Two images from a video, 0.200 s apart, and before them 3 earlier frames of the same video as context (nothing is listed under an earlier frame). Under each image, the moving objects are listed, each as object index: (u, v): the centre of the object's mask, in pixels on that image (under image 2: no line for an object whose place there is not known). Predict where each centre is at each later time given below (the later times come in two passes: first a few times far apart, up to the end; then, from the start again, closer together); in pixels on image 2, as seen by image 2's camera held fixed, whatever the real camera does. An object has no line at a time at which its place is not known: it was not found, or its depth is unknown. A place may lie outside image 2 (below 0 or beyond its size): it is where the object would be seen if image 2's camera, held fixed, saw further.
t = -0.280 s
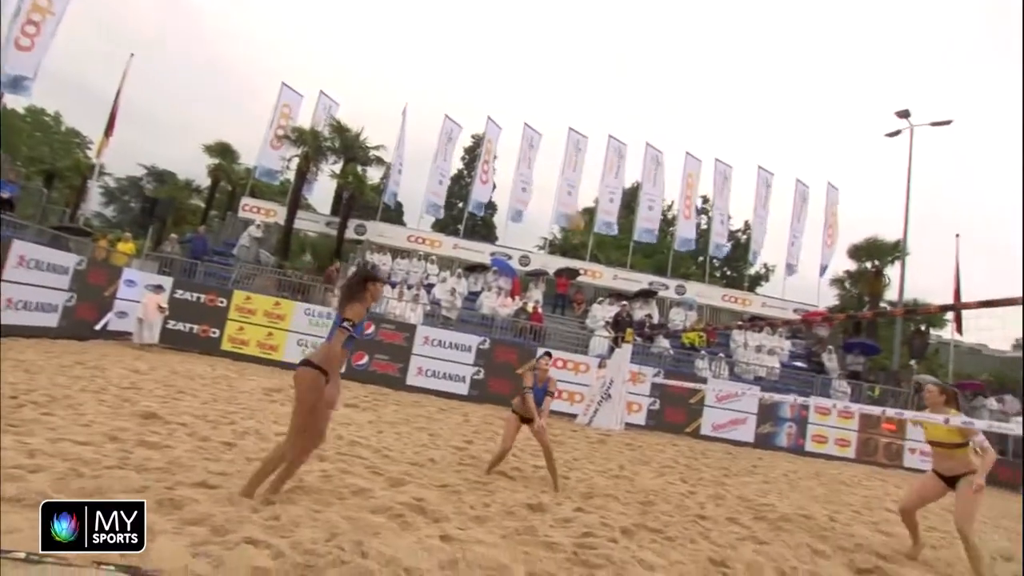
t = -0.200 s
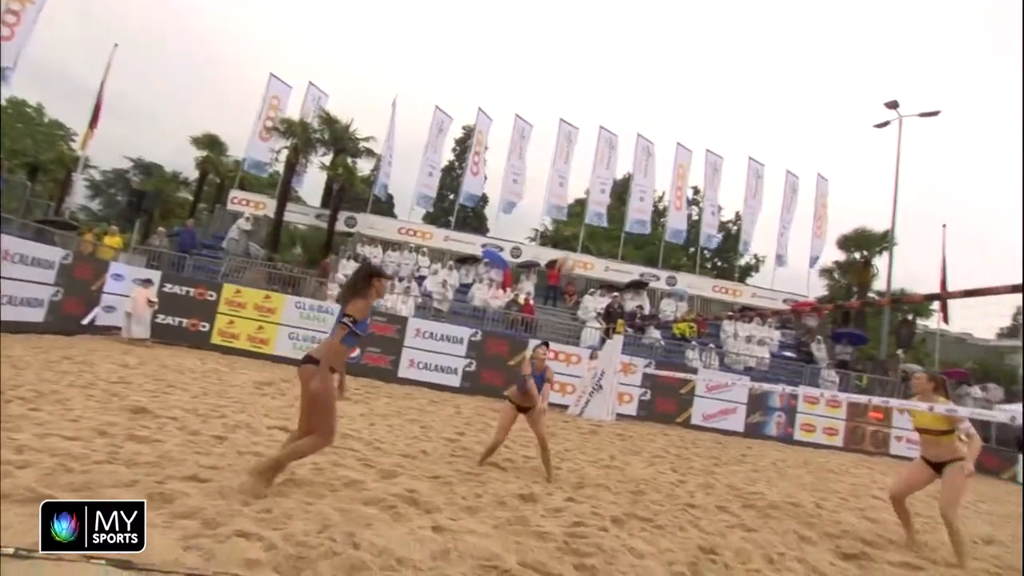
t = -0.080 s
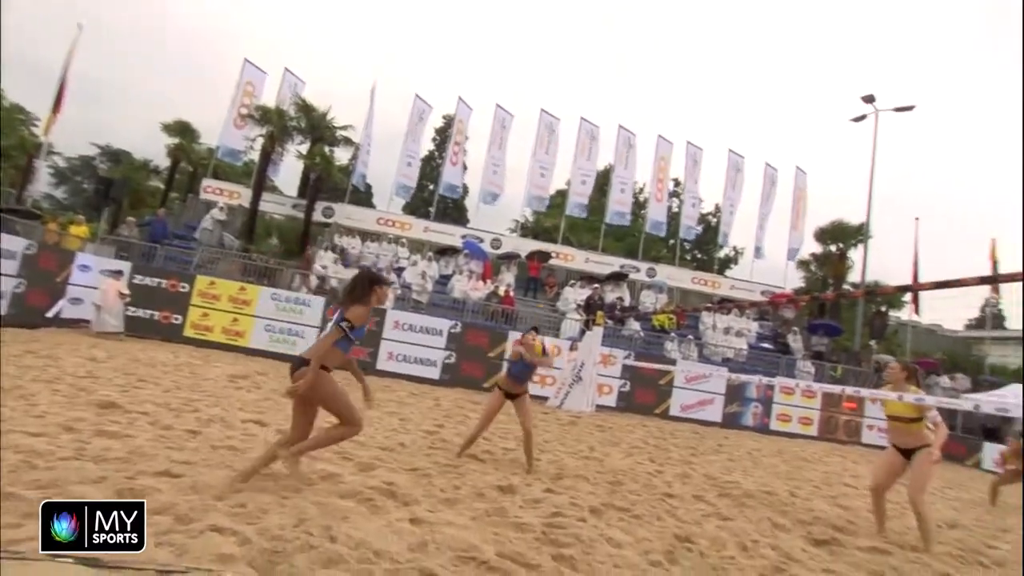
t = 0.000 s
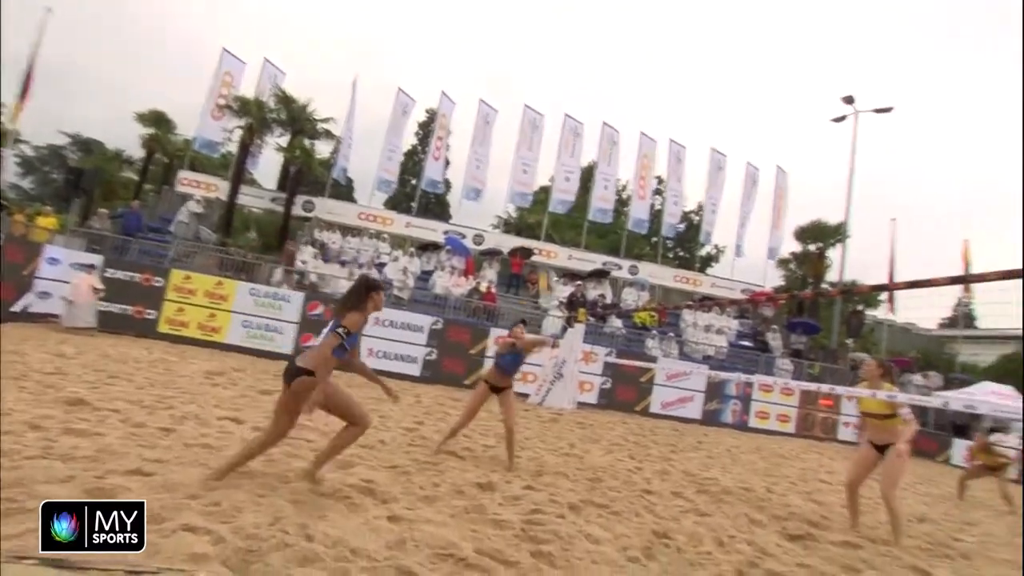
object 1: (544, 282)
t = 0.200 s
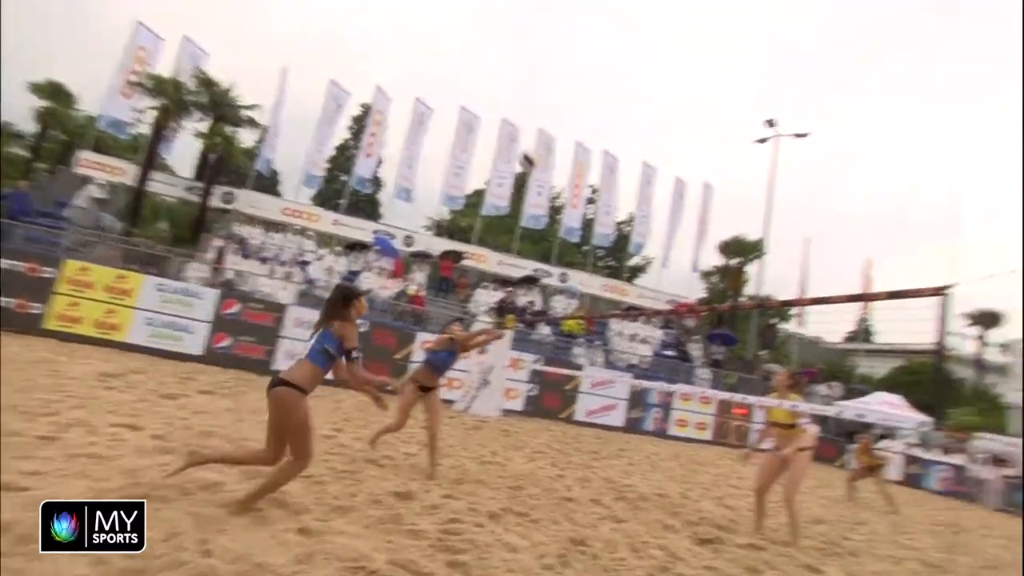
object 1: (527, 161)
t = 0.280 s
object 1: (544, 122)
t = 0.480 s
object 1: (585, 56)
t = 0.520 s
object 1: (592, 47)
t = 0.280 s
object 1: (544, 122)
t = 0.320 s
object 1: (553, 106)
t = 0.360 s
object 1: (562, 91)
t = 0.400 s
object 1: (569, 78)
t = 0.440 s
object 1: (577, 66)
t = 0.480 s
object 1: (585, 56)
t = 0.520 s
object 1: (592, 47)
